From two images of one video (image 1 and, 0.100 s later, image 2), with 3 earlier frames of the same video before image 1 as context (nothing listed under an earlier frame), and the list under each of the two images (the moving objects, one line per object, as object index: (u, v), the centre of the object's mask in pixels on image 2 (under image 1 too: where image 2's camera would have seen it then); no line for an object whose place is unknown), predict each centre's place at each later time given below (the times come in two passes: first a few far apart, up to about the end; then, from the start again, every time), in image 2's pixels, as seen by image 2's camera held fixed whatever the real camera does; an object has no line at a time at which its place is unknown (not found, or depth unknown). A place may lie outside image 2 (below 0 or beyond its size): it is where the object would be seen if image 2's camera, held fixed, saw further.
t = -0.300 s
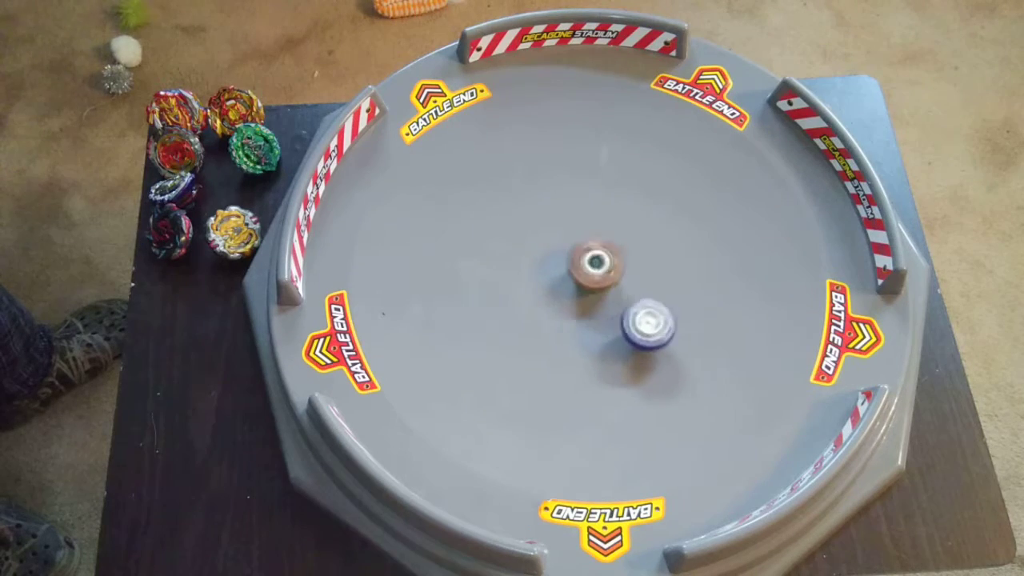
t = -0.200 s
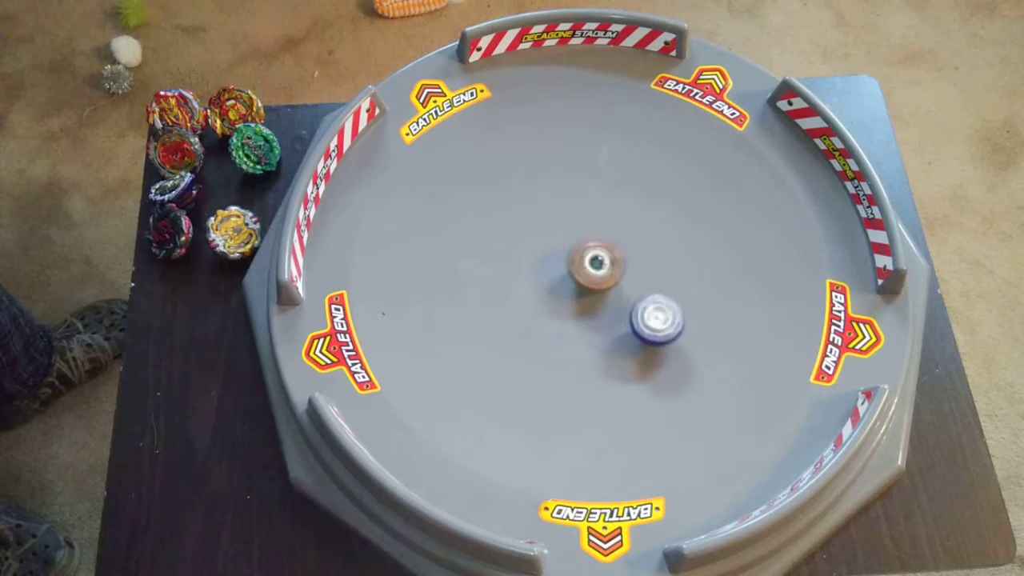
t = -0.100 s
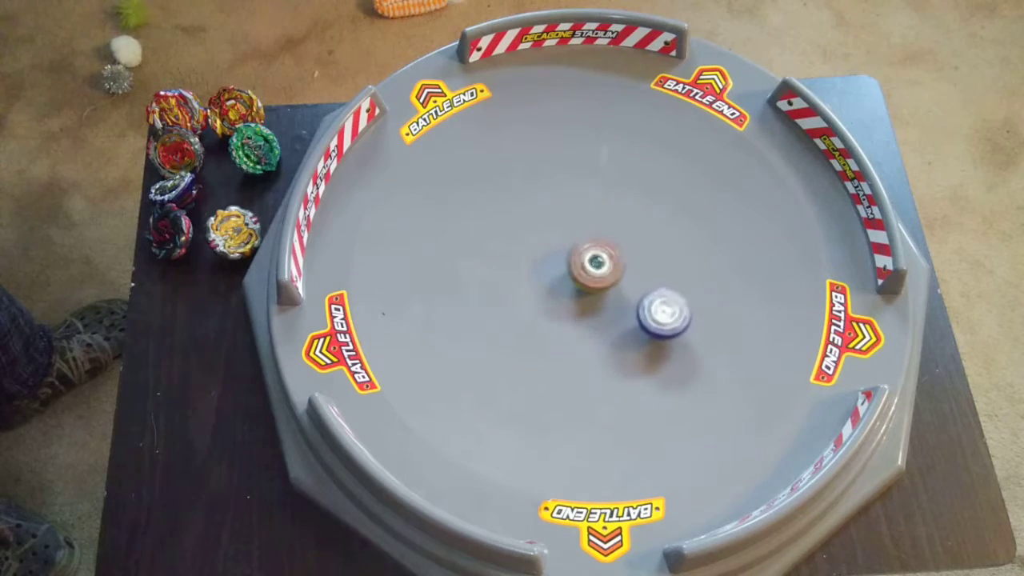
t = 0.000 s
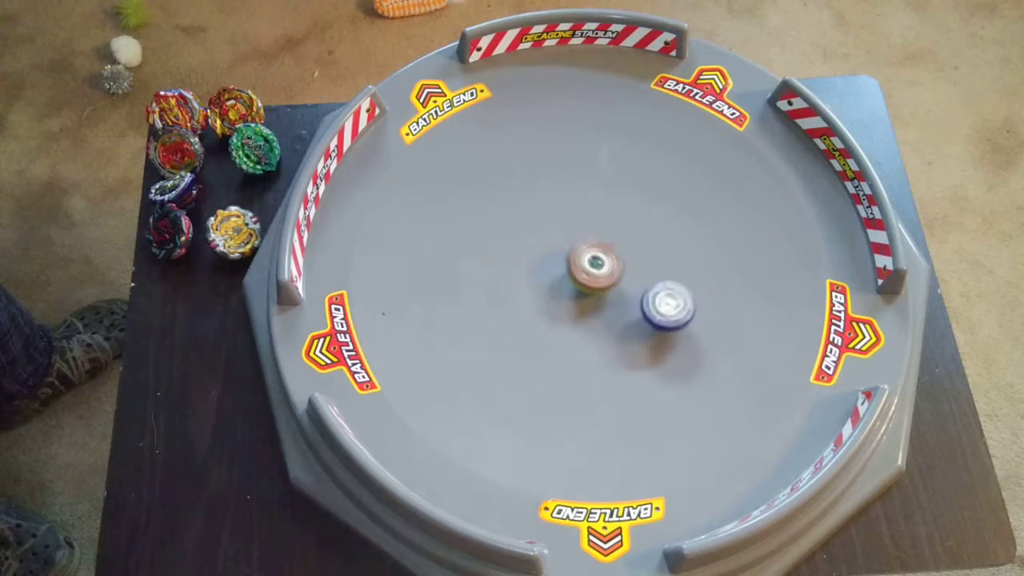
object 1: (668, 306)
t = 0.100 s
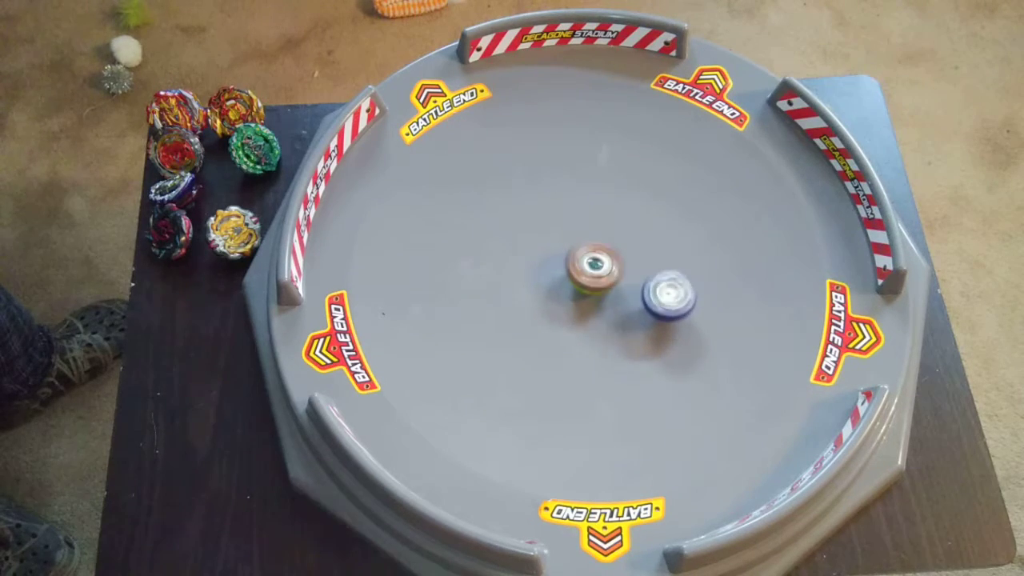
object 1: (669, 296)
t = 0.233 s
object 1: (663, 279)
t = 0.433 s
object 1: (653, 261)
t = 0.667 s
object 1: (649, 244)
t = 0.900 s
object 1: (655, 232)
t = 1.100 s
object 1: (647, 230)
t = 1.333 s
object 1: (622, 239)
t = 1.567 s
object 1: (612, 226)
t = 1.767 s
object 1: (612, 217)
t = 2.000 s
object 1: (604, 224)
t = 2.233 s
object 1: (586, 230)
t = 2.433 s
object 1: (575, 231)
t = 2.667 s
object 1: (573, 233)
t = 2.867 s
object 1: (574, 233)
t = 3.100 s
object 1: (580, 234)
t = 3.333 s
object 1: (590, 235)
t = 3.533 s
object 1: (605, 229)
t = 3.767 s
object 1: (612, 245)
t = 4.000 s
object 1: (622, 243)
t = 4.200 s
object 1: (618, 247)
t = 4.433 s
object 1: (603, 252)
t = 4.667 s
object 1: (597, 248)
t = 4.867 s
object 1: (594, 249)
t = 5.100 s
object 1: (598, 257)
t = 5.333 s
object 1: (605, 257)
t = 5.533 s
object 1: (597, 255)
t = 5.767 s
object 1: (595, 256)
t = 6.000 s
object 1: (595, 259)
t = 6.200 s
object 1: (599, 259)
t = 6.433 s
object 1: (604, 255)
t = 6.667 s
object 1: (609, 248)
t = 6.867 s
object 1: (613, 251)
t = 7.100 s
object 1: (612, 257)
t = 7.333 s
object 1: (611, 263)
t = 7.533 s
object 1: (611, 272)
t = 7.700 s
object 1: (614, 281)
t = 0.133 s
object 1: (669, 292)
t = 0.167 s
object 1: (667, 288)
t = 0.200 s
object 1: (665, 283)
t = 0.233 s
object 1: (663, 279)
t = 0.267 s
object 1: (660, 276)
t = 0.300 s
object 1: (656, 271)
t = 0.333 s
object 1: (653, 268)
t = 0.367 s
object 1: (653, 266)
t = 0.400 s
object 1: (653, 264)
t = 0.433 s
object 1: (653, 261)
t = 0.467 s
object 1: (651, 259)
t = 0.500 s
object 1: (649, 256)
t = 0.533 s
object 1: (647, 255)
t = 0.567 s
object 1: (644, 253)
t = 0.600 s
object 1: (644, 250)
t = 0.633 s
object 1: (647, 247)
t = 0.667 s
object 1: (649, 244)
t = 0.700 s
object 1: (651, 242)
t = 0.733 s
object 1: (653, 240)
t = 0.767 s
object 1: (654, 238)
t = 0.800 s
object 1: (655, 236)
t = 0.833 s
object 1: (656, 234)
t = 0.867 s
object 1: (656, 233)
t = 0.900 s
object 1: (655, 232)
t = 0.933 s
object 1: (655, 231)
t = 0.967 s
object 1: (655, 230)
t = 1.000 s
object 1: (654, 230)
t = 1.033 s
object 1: (651, 229)
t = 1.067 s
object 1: (649, 230)
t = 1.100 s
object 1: (647, 230)
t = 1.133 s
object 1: (645, 231)
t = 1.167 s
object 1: (642, 232)
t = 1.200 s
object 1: (638, 233)
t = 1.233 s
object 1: (634, 235)
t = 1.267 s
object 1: (630, 236)
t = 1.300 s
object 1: (626, 237)
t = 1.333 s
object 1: (622, 239)
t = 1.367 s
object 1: (619, 238)
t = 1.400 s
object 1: (616, 237)
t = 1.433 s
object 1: (613, 237)
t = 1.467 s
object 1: (610, 236)
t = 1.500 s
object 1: (611, 233)
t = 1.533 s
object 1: (611, 230)
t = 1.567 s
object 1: (612, 226)
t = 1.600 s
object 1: (612, 224)
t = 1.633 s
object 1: (612, 221)
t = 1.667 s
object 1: (613, 220)
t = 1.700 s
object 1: (613, 219)
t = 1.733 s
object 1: (613, 218)
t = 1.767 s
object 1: (612, 217)
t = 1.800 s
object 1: (612, 218)
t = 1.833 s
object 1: (611, 218)
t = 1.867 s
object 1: (610, 219)
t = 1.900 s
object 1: (609, 219)
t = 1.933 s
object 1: (608, 221)
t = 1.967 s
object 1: (606, 221)
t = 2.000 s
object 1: (604, 224)
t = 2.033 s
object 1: (602, 226)
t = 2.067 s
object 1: (600, 229)
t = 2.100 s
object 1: (596, 232)
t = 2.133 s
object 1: (595, 230)
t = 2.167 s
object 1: (592, 229)
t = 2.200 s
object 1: (590, 229)
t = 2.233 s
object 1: (586, 230)
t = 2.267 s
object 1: (583, 231)
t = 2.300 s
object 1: (581, 233)
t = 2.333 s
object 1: (579, 232)
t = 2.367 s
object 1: (577, 232)
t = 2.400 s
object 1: (576, 233)
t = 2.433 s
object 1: (575, 231)
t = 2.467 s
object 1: (574, 231)
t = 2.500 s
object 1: (574, 230)
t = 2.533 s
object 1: (573, 231)
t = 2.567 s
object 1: (573, 232)
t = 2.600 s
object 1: (573, 232)
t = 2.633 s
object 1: (573, 233)
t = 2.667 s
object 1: (573, 233)
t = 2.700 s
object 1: (573, 233)
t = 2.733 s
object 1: (574, 233)
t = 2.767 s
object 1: (573, 232)
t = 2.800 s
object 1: (573, 232)
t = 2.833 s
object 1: (573, 231)
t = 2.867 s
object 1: (574, 233)
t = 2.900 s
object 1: (574, 234)
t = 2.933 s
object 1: (575, 233)
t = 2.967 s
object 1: (576, 234)
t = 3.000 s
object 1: (577, 235)
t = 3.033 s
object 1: (578, 236)
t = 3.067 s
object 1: (580, 235)
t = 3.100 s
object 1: (580, 234)
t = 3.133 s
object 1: (581, 234)
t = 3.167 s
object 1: (583, 233)
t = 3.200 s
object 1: (584, 233)
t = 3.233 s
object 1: (585, 233)
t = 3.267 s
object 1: (587, 234)
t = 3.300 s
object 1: (588, 234)
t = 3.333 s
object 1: (590, 235)
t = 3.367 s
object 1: (594, 233)
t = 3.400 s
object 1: (595, 230)
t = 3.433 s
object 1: (597, 229)
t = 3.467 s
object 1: (600, 228)
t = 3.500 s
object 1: (602, 228)
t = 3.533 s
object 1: (605, 229)
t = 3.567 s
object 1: (607, 229)
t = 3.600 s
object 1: (607, 231)
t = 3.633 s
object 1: (608, 233)
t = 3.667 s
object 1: (610, 235)
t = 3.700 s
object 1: (611, 239)
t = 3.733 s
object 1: (612, 242)
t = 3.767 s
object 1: (612, 245)
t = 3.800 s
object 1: (612, 248)
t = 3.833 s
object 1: (615, 248)
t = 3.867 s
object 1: (616, 247)
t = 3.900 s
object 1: (619, 245)
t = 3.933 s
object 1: (620, 244)
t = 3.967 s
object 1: (621, 243)
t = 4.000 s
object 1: (622, 243)
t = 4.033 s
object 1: (622, 242)
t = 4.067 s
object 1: (622, 243)
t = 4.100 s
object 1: (622, 243)
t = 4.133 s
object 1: (621, 244)
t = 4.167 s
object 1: (619, 245)
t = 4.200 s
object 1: (618, 247)
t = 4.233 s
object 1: (615, 249)
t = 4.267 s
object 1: (611, 250)
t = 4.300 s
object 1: (609, 251)
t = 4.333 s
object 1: (607, 253)
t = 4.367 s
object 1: (606, 252)
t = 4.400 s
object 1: (604, 252)
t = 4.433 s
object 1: (603, 252)
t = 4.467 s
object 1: (601, 252)
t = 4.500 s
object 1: (600, 253)
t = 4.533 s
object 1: (598, 252)
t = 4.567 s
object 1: (598, 251)
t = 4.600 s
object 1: (597, 250)
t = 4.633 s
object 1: (597, 249)
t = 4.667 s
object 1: (597, 248)
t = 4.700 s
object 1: (596, 248)
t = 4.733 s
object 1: (595, 249)
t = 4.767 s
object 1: (594, 249)
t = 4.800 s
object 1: (593, 250)
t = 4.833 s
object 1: (593, 252)
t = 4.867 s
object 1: (594, 249)
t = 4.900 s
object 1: (598, 247)
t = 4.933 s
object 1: (601, 248)
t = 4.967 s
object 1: (600, 250)
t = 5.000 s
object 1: (600, 253)
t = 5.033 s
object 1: (599, 255)
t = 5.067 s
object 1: (599, 254)
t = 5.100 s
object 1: (598, 257)
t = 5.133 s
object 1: (598, 257)
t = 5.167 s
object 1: (599, 258)
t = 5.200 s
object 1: (603, 254)
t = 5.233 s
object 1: (606, 253)
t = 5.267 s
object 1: (607, 254)
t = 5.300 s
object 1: (607, 256)
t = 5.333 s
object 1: (605, 257)
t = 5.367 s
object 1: (602, 257)
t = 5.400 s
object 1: (600, 257)
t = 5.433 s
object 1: (599, 255)
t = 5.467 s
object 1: (597, 255)
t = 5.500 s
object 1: (597, 255)
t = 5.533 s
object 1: (597, 255)
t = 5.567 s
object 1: (596, 254)
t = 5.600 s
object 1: (596, 254)
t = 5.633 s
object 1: (595, 254)
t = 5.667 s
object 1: (595, 255)
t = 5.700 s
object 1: (595, 255)
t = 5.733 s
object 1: (595, 255)
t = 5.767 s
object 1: (595, 256)
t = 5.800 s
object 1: (594, 257)
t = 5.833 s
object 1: (593, 257)
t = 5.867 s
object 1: (593, 259)
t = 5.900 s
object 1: (595, 258)
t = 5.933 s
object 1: (595, 258)
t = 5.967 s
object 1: (596, 259)
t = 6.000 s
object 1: (595, 259)
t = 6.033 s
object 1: (594, 259)
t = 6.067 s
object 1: (596, 258)
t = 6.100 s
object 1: (600, 257)
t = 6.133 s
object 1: (601, 255)
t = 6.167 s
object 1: (600, 257)
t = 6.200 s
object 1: (599, 259)
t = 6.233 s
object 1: (600, 259)
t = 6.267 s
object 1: (600, 258)
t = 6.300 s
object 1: (603, 256)
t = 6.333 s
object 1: (604, 255)
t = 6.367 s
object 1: (605, 253)
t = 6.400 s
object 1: (605, 253)
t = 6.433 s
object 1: (604, 255)
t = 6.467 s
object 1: (607, 254)
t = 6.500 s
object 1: (608, 251)
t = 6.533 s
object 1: (609, 250)
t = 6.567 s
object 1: (609, 248)
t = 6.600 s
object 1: (609, 247)
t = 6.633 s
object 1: (609, 249)
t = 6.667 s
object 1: (609, 248)
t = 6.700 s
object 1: (610, 250)
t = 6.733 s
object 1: (611, 250)
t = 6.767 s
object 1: (612, 250)
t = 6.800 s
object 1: (611, 249)
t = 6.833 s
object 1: (611, 250)
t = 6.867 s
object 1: (613, 251)
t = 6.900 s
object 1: (615, 254)
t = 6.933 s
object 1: (616, 255)
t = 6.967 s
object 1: (615, 256)
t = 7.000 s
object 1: (613, 257)
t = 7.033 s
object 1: (612, 256)
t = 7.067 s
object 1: (612, 257)
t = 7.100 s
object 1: (612, 257)
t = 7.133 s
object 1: (613, 258)
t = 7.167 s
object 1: (613, 259)
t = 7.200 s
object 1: (613, 260)
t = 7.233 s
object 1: (613, 260)
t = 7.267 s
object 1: (613, 261)
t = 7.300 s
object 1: (612, 262)
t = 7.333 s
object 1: (611, 263)
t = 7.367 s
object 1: (610, 264)
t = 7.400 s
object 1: (611, 266)
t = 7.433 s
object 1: (611, 267)
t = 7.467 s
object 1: (611, 268)
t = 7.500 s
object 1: (610, 269)
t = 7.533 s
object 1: (611, 272)
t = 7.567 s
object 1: (611, 274)
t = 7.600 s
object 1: (612, 277)
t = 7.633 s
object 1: (613, 279)
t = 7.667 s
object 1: (614, 280)
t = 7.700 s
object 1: (614, 281)
